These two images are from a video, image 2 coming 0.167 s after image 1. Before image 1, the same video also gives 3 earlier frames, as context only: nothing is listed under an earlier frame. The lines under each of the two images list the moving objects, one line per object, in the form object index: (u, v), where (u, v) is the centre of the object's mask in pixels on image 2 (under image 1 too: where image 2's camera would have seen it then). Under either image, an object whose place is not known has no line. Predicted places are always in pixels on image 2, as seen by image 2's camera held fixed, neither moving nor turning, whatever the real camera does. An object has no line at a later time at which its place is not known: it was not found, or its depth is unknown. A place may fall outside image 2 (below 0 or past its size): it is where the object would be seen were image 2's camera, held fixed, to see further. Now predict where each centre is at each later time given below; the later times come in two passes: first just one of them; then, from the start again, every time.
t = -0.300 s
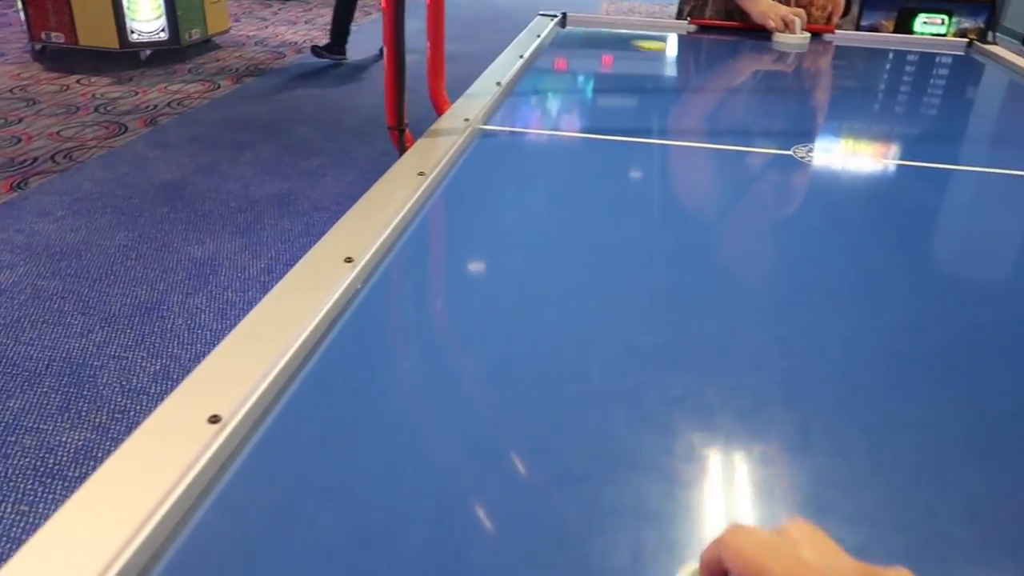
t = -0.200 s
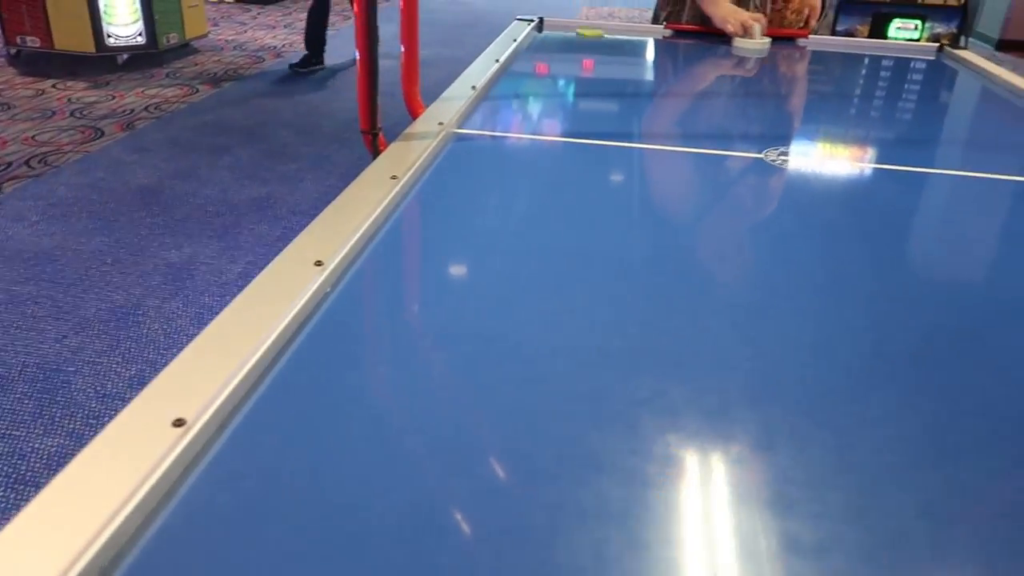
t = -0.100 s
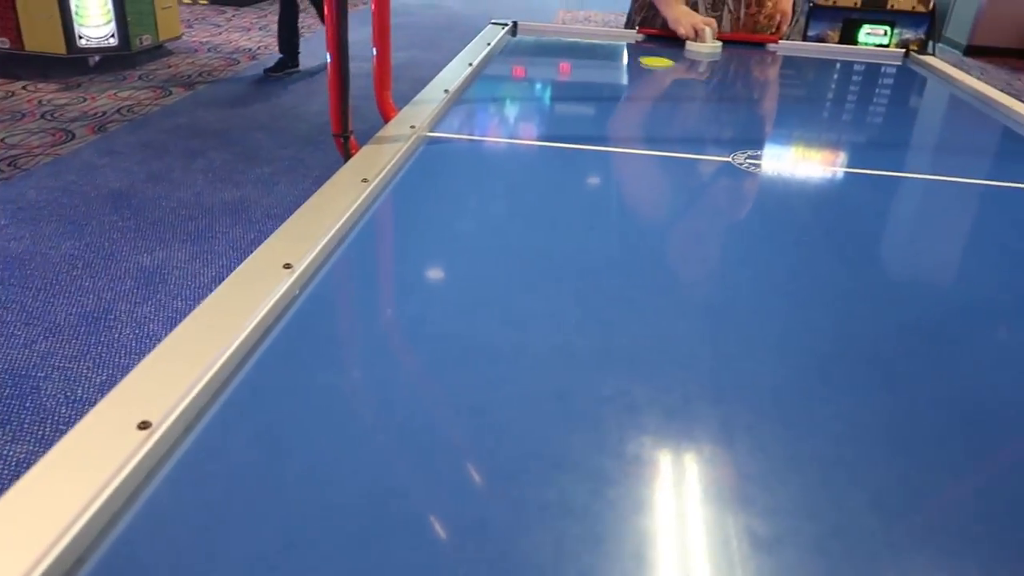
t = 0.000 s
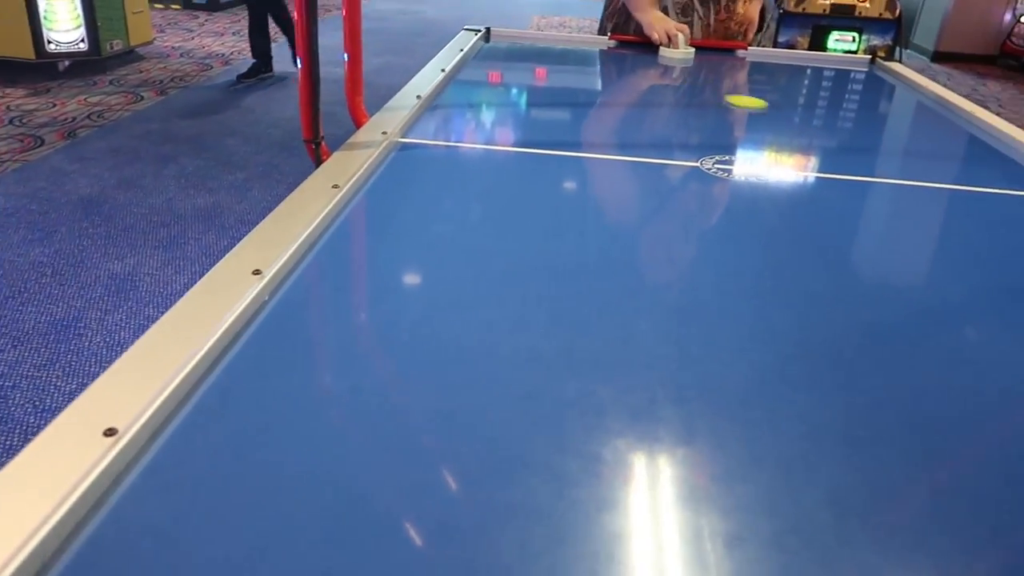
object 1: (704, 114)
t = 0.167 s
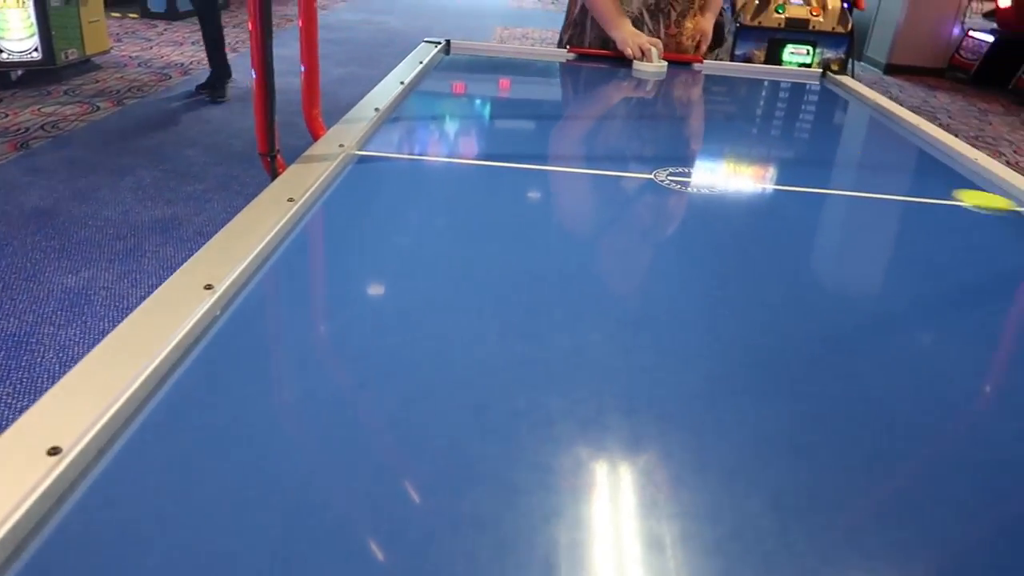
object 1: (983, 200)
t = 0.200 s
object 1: (1008, 218)
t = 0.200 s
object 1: (1008, 218)
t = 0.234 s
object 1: (992, 231)
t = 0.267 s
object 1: (971, 245)
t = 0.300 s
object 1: (947, 262)
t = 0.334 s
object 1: (921, 280)
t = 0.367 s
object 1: (890, 301)
